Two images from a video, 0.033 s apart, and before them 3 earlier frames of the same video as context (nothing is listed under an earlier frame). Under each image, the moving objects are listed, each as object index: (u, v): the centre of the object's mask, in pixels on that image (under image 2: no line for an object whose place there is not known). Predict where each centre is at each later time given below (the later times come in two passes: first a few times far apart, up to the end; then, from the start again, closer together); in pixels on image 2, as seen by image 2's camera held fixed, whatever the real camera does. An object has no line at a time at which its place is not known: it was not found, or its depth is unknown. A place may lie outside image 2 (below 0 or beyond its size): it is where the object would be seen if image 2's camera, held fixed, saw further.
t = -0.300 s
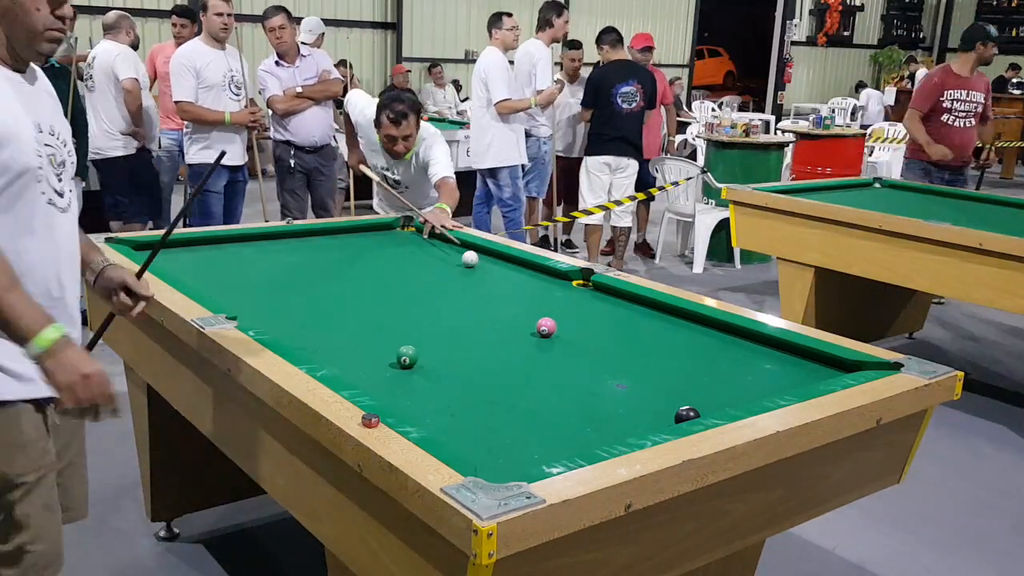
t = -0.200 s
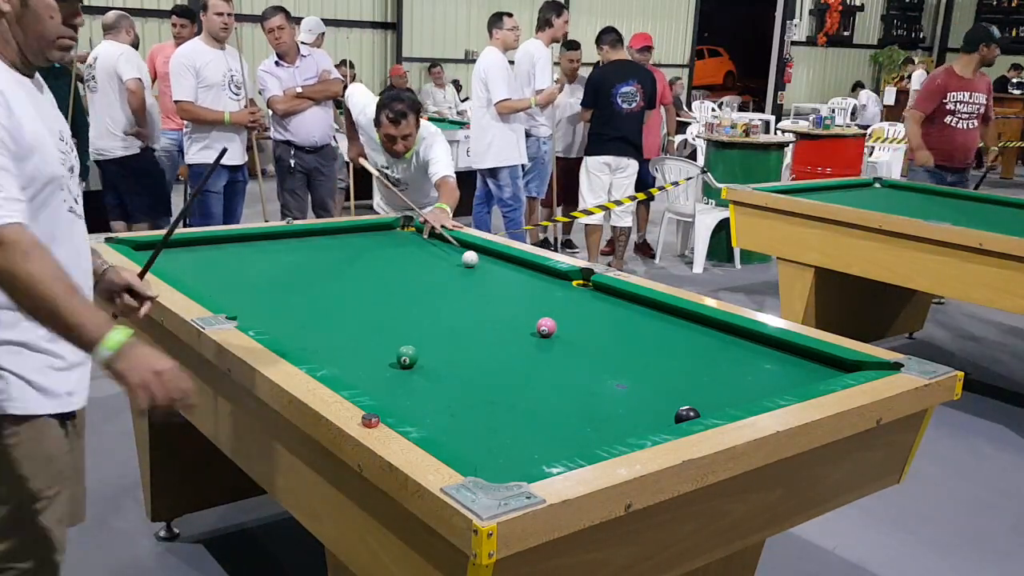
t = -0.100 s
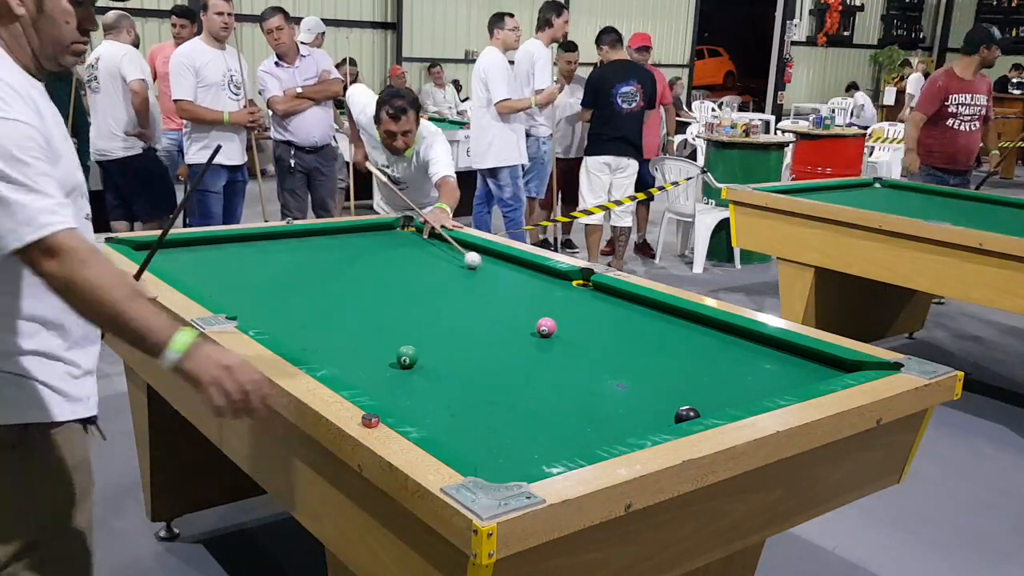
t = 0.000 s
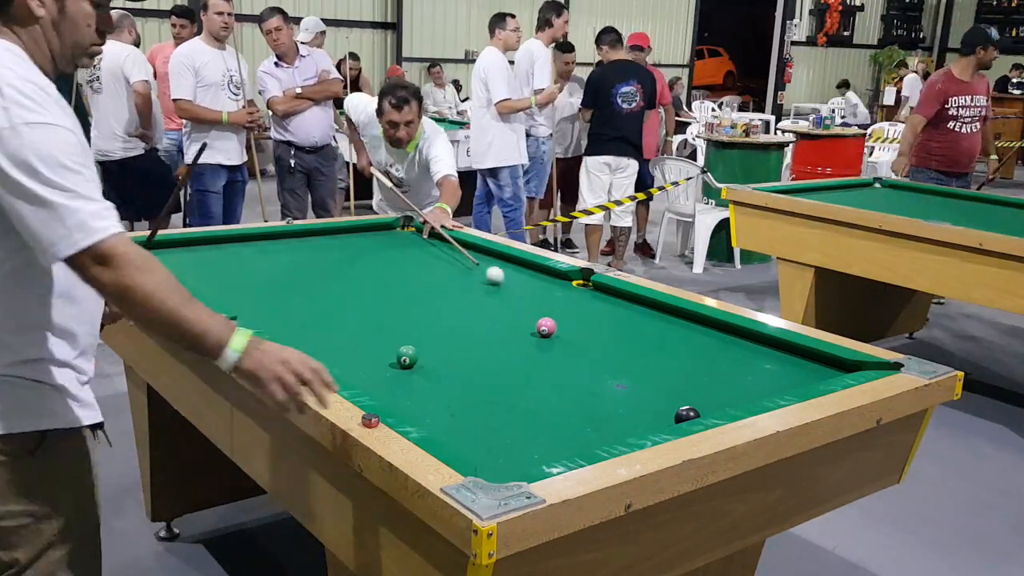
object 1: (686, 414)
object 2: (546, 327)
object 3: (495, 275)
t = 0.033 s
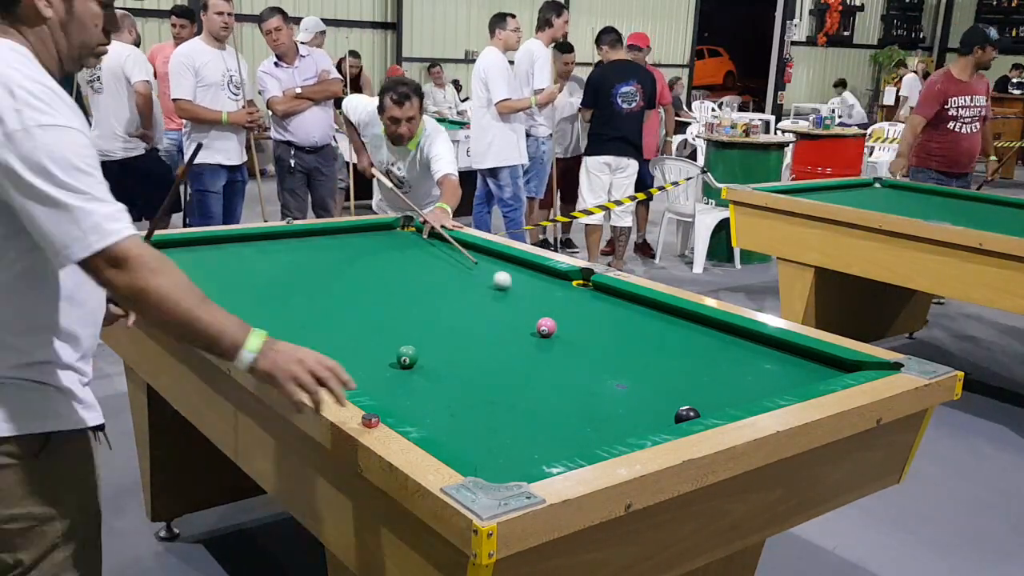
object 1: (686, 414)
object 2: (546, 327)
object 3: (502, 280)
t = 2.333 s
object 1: (455, 413)
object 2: (411, 311)
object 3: (528, 269)
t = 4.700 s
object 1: (502, 389)
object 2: (267, 290)
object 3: (349, 234)
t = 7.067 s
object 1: (502, 389)
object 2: (265, 290)
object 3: (338, 233)
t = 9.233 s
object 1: (502, 389)
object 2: (265, 290)
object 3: (338, 233)
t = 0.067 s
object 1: (686, 414)
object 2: (546, 327)
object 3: (509, 285)
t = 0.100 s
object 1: (686, 414)
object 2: (546, 327)
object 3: (516, 290)
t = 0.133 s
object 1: (686, 414)
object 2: (546, 327)
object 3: (523, 294)
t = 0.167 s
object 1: (686, 414)
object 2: (546, 327)
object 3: (530, 299)
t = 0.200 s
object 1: (686, 414)
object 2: (546, 327)
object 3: (537, 304)
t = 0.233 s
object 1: (686, 414)
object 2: (546, 327)
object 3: (545, 308)
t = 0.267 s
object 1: (686, 414)
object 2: (546, 327)
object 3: (553, 312)
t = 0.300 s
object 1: (686, 414)
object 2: (546, 327)
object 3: (562, 319)
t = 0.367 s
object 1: (686, 414)
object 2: (546, 327)
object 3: (579, 331)
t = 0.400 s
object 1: (686, 414)
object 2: (546, 327)
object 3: (588, 337)
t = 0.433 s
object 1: (686, 414)
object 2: (546, 327)
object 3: (597, 343)
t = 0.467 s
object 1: (686, 414)
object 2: (546, 327)
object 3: (607, 350)
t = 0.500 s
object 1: (686, 414)
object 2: (546, 327)
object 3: (617, 356)
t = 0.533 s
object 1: (686, 414)
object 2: (546, 327)
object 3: (628, 363)
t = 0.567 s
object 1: (686, 414)
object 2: (546, 327)
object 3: (639, 370)
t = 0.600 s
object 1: (686, 414)
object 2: (546, 327)
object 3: (651, 378)
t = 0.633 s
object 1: (686, 414)
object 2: (546, 327)
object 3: (663, 387)
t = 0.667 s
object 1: (686, 414)
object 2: (546, 327)
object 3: (675, 395)
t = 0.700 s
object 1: (686, 414)
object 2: (546, 327)
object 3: (689, 400)
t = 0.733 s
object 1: (683, 415)
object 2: (546, 327)
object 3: (704, 407)
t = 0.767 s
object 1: (673, 416)
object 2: (546, 327)
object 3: (698, 404)
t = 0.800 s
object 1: (664, 418)
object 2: (546, 327)
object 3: (690, 400)
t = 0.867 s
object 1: (649, 420)
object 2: (546, 327)
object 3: (672, 390)
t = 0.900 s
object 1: (641, 421)
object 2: (546, 327)
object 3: (663, 385)
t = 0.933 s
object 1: (634, 422)
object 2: (546, 327)
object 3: (655, 380)
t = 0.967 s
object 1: (626, 422)
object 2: (546, 327)
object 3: (647, 375)
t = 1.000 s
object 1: (619, 422)
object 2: (546, 327)
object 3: (639, 371)
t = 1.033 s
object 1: (611, 422)
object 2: (546, 327)
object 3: (632, 366)
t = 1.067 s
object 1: (603, 423)
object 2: (546, 327)
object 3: (624, 362)
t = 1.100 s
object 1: (596, 423)
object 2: (546, 327)
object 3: (618, 358)
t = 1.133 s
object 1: (588, 423)
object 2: (546, 327)
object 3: (611, 354)
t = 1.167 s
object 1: (581, 423)
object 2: (546, 327)
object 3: (604, 350)
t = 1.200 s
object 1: (574, 424)
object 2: (546, 327)
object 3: (597, 346)
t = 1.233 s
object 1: (567, 424)
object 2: (546, 327)
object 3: (591, 343)
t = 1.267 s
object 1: (560, 424)
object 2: (546, 327)
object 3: (585, 339)
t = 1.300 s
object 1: (552, 424)
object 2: (546, 327)
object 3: (579, 336)
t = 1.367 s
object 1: (538, 425)
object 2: (546, 327)
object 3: (568, 329)
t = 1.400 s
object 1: (531, 425)
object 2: (541, 326)
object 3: (565, 326)
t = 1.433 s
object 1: (524, 425)
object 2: (535, 326)
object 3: (564, 323)
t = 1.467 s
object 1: (517, 426)
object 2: (530, 325)
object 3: (562, 321)
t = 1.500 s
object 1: (510, 426)
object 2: (524, 324)
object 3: (561, 318)
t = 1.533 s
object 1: (503, 426)
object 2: (519, 324)
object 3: (559, 316)
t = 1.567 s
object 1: (496, 426)
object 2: (514, 323)
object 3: (557, 313)
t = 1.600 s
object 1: (489, 427)
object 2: (509, 322)
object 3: (556, 311)
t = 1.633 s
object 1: (483, 427)
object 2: (504, 322)
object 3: (554, 309)
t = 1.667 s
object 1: (477, 427)
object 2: (499, 321)
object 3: (553, 306)
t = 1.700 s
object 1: (470, 427)
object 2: (494, 320)
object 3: (551, 304)
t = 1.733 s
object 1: (463, 427)
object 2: (489, 320)
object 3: (550, 302)
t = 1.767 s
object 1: (457, 428)
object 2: (484, 319)
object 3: (548, 299)
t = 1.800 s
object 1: (451, 428)
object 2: (479, 319)
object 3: (547, 298)
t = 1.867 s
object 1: (439, 425)
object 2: (470, 318)
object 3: (544, 293)
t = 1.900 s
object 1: (433, 424)
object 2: (465, 317)
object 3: (543, 291)
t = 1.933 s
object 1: (432, 424)
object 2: (461, 317)
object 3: (542, 289)
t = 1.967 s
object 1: (434, 423)
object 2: (456, 316)
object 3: (540, 287)
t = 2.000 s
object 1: (436, 423)
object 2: (452, 316)
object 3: (539, 286)
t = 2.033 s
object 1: (438, 423)
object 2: (448, 315)
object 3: (538, 284)
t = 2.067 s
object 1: (440, 422)
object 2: (444, 315)
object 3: (537, 282)
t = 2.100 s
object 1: (442, 421)
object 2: (439, 314)
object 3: (536, 280)
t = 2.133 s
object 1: (444, 420)
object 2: (435, 314)
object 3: (535, 279)
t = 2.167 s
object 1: (446, 419)
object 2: (431, 313)
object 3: (533, 277)
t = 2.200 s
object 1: (448, 418)
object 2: (427, 313)
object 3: (532, 275)
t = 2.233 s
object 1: (450, 417)
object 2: (423, 312)
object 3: (531, 274)
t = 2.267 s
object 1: (452, 416)
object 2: (419, 311)
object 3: (530, 272)
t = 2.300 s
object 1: (454, 415)
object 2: (415, 311)
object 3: (529, 270)
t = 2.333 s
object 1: (455, 413)
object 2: (411, 311)
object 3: (528, 269)
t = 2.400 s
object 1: (459, 411)
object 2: (404, 310)
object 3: (526, 266)
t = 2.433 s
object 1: (461, 410)
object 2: (400, 309)
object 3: (525, 264)
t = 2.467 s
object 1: (463, 409)
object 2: (396, 309)
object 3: (524, 263)
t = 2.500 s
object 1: (464, 408)
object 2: (392, 308)
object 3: (520, 262)
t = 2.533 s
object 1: (466, 408)
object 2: (389, 308)
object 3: (516, 262)
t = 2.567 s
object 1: (468, 407)
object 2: (385, 307)
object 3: (512, 261)
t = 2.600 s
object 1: (470, 406)
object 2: (382, 307)
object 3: (508, 261)
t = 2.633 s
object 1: (471, 405)
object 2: (379, 307)
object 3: (505, 260)
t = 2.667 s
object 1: (473, 404)
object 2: (375, 306)
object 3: (501, 259)
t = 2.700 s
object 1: (474, 404)
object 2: (372, 306)
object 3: (497, 259)
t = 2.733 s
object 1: (476, 403)
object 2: (369, 305)
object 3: (494, 258)
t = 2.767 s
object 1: (477, 402)
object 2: (365, 305)
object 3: (490, 258)
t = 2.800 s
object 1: (479, 402)
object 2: (362, 305)
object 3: (487, 257)
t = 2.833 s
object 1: (480, 401)
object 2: (359, 304)
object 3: (483, 257)
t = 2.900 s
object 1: (483, 400)
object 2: (353, 303)
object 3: (476, 256)
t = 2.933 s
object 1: (484, 399)
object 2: (350, 303)
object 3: (473, 255)
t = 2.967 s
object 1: (485, 399)
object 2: (347, 303)
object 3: (470, 255)
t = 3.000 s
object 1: (487, 398)
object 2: (344, 302)
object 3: (466, 254)
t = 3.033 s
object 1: (488, 397)
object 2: (342, 302)
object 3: (463, 254)
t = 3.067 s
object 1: (489, 397)
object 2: (339, 302)
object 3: (459, 253)
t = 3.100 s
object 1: (489, 396)
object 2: (336, 301)
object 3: (456, 253)
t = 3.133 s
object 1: (490, 396)
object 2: (334, 301)
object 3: (453, 252)
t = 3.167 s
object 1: (491, 395)
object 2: (331, 301)
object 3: (450, 251)
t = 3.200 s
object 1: (492, 395)
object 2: (329, 300)
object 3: (447, 251)
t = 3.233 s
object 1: (493, 394)
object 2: (326, 300)
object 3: (444, 251)
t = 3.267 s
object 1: (493, 394)
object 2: (324, 300)
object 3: (441, 250)
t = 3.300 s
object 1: (494, 393)
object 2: (321, 299)
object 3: (438, 250)
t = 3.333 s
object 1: (495, 393)
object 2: (319, 299)
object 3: (435, 249)
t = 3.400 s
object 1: (496, 392)
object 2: (315, 298)
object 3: (430, 249)
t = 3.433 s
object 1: (496, 392)
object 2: (313, 298)
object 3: (427, 248)
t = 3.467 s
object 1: (497, 391)
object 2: (311, 298)
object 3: (424, 248)
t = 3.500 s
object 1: (498, 391)
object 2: (309, 297)
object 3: (421, 247)
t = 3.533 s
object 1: (498, 391)
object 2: (307, 297)
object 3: (419, 247)
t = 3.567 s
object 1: (498, 391)
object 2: (305, 297)
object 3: (416, 247)
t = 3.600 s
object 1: (499, 390)
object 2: (303, 296)
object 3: (414, 246)
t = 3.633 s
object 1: (499, 390)
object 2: (301, 296)
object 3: (411, 246)
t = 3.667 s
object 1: (500, 390)
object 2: (299, 296)
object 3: (408, 245)
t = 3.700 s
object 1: (500, 390)
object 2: (297, 296)
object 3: (406, 245)
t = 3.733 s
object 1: (500, 390)
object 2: (296, 295)
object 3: (404, 244)
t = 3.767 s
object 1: (500, 389)
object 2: (294, 295)
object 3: (401, 244)
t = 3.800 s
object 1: (501, 389)
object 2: (292, 295)
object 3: (399, 244)
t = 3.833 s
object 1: (501, 389)
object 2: (291, 294)
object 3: (397, 243)
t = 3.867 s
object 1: (501, 389)
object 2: (289, 294)
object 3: (394, 243)
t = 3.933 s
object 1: (502, 389)
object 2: (287, 294)
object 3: (390, 242)
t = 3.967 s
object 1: (502, 389)
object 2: (285, 294)
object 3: (388, 242)
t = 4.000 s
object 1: (502, 389)
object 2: (284, 293)
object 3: (385, 241)
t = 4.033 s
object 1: (502, 389)
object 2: (283, 293)
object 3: (383, 241)
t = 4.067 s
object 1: (502, 389)
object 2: (281, 293)
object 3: (381, 241)
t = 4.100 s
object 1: (502, 388)
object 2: (280, 293)
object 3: (379, 241)
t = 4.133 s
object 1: (502, 388)
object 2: (279, 293)
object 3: (377, 240)
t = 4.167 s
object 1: (502, 388)
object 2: (278, 292)
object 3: (375, 240)
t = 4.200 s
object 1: (502, 388)
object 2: (277, 292)
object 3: (373, 239)
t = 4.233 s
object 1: (502, 388)
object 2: (276, 292)
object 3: (372, 239)
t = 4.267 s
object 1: (502, 388)
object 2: (275, 292)
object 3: (369, 239)
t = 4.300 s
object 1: (502, 388)
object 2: (274, 292)
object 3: (368, 238)
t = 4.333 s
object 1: (502, 389)
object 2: (273, 291)
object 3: (366, 238)
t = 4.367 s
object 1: (502, 389)
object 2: (272, 291)
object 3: (364, 237)
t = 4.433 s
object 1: (502, 389)
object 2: (271, 291)
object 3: (361, 237)
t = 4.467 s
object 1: (502, 389)
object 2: (270, 291)
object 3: (359, 237)
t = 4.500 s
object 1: (502, 389)
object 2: (269, 291)
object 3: (358, 236)
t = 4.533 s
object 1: (502, 389)
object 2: (269, 291)
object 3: (356, 236)
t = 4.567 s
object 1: (502, 389)
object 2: (268, 290)
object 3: (354, 236)
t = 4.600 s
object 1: (502, 389)
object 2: (268, 290)
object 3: (353, 235)
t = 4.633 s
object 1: (502, 389)
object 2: (267, 290)
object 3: (352, 235)
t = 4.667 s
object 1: (502, 389)
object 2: (267, 290)
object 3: (350, 235)
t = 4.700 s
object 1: (502, 389)
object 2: (267, 290)
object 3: (349, 234)
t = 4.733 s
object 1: (502, 389)
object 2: (266, 290)
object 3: (347, 234)
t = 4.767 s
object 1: (502, 389)
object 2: (266, 290)
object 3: (346, 234)
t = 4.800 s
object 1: (502, 389)
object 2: (265, 290)
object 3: (345, 234)
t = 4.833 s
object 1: (502, 389)
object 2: (265, 290)
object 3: (343, 233)
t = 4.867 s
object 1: (502, 389)
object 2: (265, 290)
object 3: (342, 233)
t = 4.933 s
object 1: (502, 389)
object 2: (265, 290)
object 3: (340, 232)
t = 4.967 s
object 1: (502, 389)
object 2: (265, 289)
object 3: (339, 232)
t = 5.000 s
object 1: (502, 389)
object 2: (265, 290)
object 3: (337, 232)
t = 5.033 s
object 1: (502, 389)
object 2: (265, 289)
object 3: (336, 232)
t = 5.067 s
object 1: (502, 389)
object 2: (265, 290)
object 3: (335, 232)
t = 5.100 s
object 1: (502, 389)
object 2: (265, 289)
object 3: (334, 231)
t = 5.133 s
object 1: (502, 389)
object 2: (265, 290)
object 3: (333, 231)
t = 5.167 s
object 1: (502, 389)
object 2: (265, 290)
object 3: (332, 231)
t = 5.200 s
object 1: (502, 389)
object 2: (265, 290)
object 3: (331, 230)
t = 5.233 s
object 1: (502, 389)
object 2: (265, 290)
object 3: (330, 230)
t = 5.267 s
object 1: (502, 389)
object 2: (265, 290)
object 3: (331, 230)
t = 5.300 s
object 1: (502, 389)
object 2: (265, 289)
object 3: (331, 231)
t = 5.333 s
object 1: (502, 389)
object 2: (265, 290)
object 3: (331, 231)
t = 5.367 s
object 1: (502, 389)
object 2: (265, 290)
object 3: (332, 231)
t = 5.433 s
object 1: (502, 389)
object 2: (265, 290)
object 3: (332, 231)
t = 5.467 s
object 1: (502, 389)
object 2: (265, 290)
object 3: (332, 231)
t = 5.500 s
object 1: (502, 389)
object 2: (265, 290)
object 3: (333, 232)
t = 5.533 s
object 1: (502, 389)
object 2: (265, 290)
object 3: (333, 232)
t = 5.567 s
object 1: (502, 389)
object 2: (265, 290)
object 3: (333, 232)
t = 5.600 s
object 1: (502, 389)
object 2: (265, 290)
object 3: (334, 232)
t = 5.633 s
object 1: (502, 389)
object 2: (265, 290)
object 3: (334, 232)
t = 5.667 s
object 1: (502, 389)
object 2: (265, 290)
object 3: (334, 232)
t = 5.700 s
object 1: (502, 389)
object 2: (265, 289)
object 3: (335, 232)
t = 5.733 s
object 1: (502, 389)
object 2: (265, 290)
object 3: (335, 233)
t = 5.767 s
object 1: (502, 389)
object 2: (265, 289)
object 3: (335, 233)
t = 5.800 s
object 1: (502, 389)
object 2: (265, 289)
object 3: (336, 233)
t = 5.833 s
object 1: (502, 389)
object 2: (265, 289)
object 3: (336, 233)
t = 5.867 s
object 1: (502, 389)
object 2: (265, 290)
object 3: (336, 233)
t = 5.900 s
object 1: (502, 389)
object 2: (265, 289)
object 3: (336, 233)
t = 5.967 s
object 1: (502, 389)
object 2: (265, 289)
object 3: (337, 233)
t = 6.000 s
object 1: (502, 389)
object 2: (265, 290)
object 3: (337, 233)
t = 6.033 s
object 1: (502, 389)
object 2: (265, 290)
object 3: (337, 233)
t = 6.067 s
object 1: (502, 389)
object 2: (265, 290)
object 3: (338, 233)
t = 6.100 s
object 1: (502, 389)
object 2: (265, 290)
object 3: (338, 233)
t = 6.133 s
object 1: (502, 389)
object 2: (265, 290)
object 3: (338, 233)
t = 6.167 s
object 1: (502, 389)
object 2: (265, 290)
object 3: (338, 233)
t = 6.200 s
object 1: (502, 389)
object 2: (265, 290)
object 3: (338, 234)
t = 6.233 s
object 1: (502, 389)
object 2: (265, 290)
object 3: (338, 233)
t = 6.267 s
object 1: (502, 389)
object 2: (265, 289)
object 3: (338, 234)
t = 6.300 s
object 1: (502, 389)
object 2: (265, 289)
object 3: (338, 234)
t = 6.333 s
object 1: (502, 389)
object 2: (265, 290)
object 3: (338, 234)
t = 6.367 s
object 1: (502, 389)
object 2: (265, 289)
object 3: (338, 234)
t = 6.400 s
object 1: (502, 389)
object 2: (265, 290)
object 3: (338, 234)
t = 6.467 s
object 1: (502, 389)
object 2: (265, 290)
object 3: (338, 233)
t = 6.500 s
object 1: (502, 389)
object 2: (265, 290)
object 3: (338, 233)
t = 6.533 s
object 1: (502, 389)
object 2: (265, 290)
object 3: (338, 233)
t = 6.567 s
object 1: (502, 389)
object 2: (265, 290)
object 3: (338, 233)
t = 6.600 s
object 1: (502, 389)
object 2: (265, 290)
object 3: (338, 233)
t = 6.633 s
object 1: (502, 389)
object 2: (265, 290)
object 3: (338, 233)
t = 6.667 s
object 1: (502, 389)
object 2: (265, 290)
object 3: (338, 233)
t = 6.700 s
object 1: (502, 389)
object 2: (265, 290)
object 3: (338, 233)
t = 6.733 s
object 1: (502, 389)
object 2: (265, 290)
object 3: (338, 233)
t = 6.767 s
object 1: (502, 389)
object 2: (265, 290)
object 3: (338, 233)
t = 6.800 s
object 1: (502, 389)
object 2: (265, 290)
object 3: (338, 233)
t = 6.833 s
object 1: (502, 389)
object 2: (265, 290)
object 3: (338, 233)
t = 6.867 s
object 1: (502, 389)
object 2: (265, 290)
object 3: (338, 233)
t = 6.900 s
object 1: (502, 389)
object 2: (265, 290)
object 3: (338, 233)
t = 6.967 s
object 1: (502, 389)
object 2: (265, 289)
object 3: (338, 233)
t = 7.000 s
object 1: (502, 389)
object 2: (265, 290)
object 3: (338, 233)
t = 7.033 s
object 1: (502, 389)
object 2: (265, 290)
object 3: (338, 233)
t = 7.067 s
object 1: (502, 389)
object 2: (265, 290)
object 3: (338, 233)
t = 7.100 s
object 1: (502, 389)
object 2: (265, 289)
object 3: (338, 233)
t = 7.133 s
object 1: (502, 389)
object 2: (265, 290)
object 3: (338, 233)
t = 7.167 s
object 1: (502, 389)
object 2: (265, 290)
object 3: (338, 234)
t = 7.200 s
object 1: (502, 389)
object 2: (265, 290)
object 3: (338, 233)
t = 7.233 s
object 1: (502, 389)
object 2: (265, 290)
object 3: (338, 233)
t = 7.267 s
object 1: (502, 389)
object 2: (265, 290)
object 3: (338, 233)
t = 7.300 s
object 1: (502, 389)
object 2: (265, 290)
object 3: (338, 234)
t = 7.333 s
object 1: (502, 389)
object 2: (265, 289)
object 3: (338, 234)
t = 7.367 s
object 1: (502, 389)
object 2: (265, 290)
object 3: (338, 233)
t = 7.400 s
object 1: (502, 389)
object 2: (265, 290)
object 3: (338, 233)
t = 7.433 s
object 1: (502, 389)
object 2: (265, 290)
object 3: (338, 233)
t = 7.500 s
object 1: (502, 389)
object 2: (265, 290)
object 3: (338, 233)
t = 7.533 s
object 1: (502, 389)
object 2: (265, 290)
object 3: (338, 233)
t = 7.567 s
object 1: (502, 389)
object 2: (265, 290)
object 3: (338, 233)
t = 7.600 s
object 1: (502, 389)
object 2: (265, 290)
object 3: (338, 233)
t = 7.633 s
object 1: (502, 389)
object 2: (265, 290)
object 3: (338, 233)
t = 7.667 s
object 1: (502, 389)
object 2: (265, 290)
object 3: (338, 233)
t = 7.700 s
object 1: (502, 389)
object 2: (265, 290)
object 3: (338, 233)
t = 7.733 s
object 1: (502, 389)
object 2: (265, 290)
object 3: (338, 233)
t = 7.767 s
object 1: (502, 389)
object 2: (265, 290)
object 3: (338, 233)
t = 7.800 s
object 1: (502, 389)
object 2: (265, 290)
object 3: (338, 233)
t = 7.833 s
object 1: (502, 389)
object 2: (265, 290)
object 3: (338, 233)
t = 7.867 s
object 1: (502, 389)
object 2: (265, 290)
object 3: (338, 233)
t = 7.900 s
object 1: (502, 389)
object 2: (265, 290)
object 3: (338, 233)
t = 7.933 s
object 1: (502, 389)
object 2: (265, 290)
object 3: (338, 233)
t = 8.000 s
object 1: (502, 389)
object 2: (265, 289)
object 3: (338, 233)
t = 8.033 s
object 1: (502, 389)
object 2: (265, 290)
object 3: (338, 233)
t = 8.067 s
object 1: (502, 389)
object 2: (265, 290)
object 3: (338, 233)
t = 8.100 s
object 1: (502, 389)
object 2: (265, 290)
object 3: (338, 233)
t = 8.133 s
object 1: (502, 389)
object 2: (265, 290)
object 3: (338, 233)
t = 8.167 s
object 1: (502, 389)
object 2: (265, 290)
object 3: (338, 233)
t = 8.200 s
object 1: (502, 389)
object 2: (265, 290)
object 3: (338, 233)
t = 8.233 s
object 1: (502, 389)
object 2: (265, 290)
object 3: (338, 233)
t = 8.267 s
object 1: (502, 389)
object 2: (265, 290)
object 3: (338, 233)
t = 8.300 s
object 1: (502, 389)
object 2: (265, 290)
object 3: (338, 233)
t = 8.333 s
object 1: (502, 389)
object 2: (265, 290)
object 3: (338, 233)
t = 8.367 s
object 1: (502, 389)
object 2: (265, 290)
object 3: (338, 233)
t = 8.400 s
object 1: (502, 389)
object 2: (265, 290)
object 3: (338, 233)
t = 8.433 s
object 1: (502, 389)
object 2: (265, 290)
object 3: (338, 233)
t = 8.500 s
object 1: (502, 389)
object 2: (265, 290)
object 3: (338, 233)
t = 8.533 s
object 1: (502, 389)
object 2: (265, 290)
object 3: (338, 233)
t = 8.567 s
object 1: (502, 389)
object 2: (265, 290)
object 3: (338, 233)
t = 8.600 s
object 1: (502, 389)
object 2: (265, 290)
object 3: (338, 233)
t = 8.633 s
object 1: (502, 389)
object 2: (265, 290)
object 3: (338, 233)
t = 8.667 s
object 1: (502, 389)
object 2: (265, 290)
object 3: (338, 233)
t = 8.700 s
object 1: (502, 389)
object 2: (265, 290)
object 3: (338, 233)
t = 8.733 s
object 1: (502, 389)
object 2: (265, 290)
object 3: (338, 233)
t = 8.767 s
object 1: (502, 389)
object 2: (265, 290)
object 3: (338, 233)
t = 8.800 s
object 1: (502, 389)
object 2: (265, 290)
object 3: (338, 233)
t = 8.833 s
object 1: (502, 389)
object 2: (265, 290)
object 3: (338, 233)
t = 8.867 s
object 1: (502, 389)
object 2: (265, 290)
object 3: (338, 233)
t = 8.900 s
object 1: (502, 389)
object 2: (265, 290)
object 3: (338, 233)
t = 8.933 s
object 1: (502, 389)
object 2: (265, 290)
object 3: (338, 233)
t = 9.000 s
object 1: (502, 389)
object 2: (265, 290)
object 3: (338, 233)
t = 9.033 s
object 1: (502, 389)
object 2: (265, 290)
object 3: (338, 233)
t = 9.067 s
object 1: (502, 389)
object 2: (265, 290)
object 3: (338, 233)
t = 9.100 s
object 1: (502, 389)
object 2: (265, 290)
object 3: (338, 233)
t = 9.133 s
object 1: (502, 389)
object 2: (265, 290)
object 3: (338, 233)
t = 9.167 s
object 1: (502, 389)
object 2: (265, 290)
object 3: (338, 233)
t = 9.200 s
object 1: (502, 389)
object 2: (265, 290)
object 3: (338, 233)
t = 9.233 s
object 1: (502, 389)
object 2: (265, 290)
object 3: (338, 233)
